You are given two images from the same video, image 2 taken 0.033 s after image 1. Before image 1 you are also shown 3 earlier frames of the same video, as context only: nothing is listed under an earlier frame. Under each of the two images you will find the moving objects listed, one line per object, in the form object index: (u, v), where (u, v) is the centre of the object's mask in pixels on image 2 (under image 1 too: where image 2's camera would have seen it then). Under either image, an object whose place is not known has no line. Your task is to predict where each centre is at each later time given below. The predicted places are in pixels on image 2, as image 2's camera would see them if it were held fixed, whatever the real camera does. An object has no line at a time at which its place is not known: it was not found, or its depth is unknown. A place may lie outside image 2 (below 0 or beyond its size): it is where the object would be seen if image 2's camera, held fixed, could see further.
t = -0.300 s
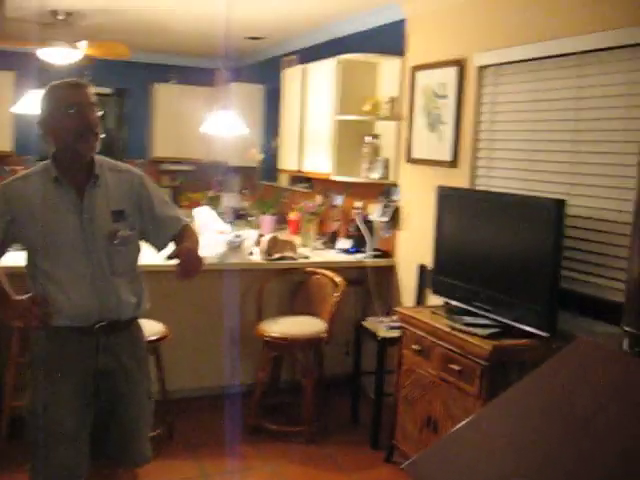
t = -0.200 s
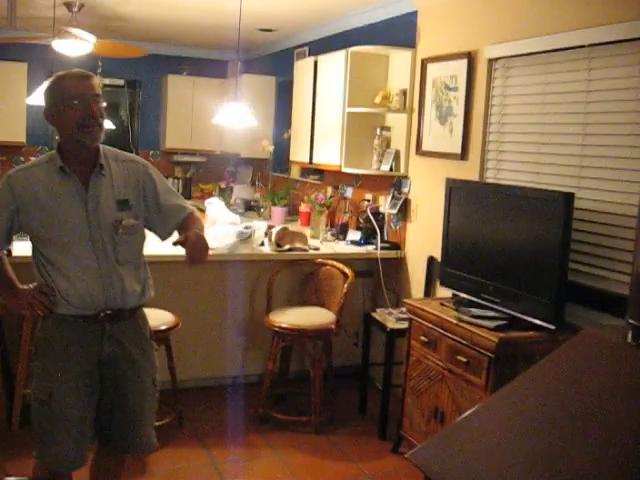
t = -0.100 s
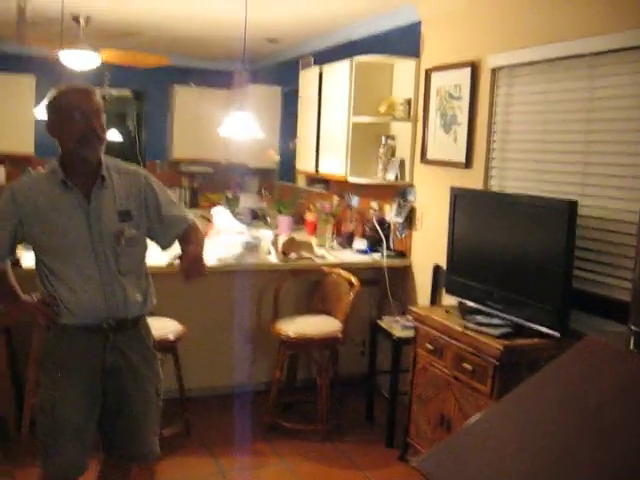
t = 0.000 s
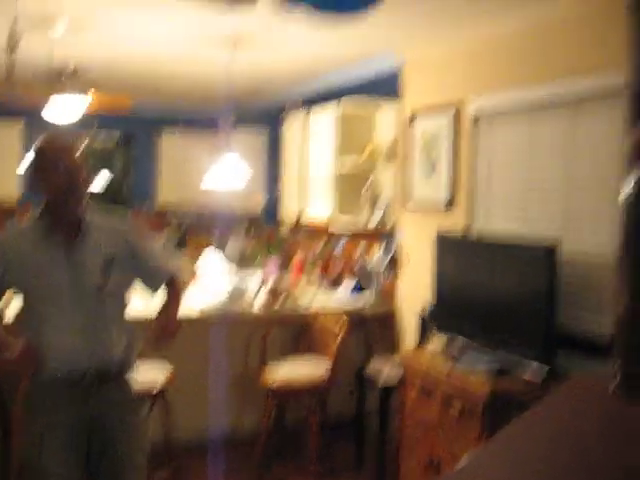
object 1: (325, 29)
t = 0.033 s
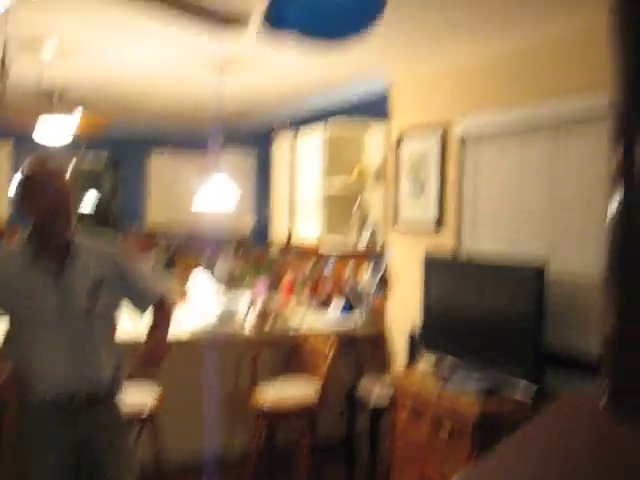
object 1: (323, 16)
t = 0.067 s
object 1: (327, 3)
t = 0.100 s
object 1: (331, -1)
